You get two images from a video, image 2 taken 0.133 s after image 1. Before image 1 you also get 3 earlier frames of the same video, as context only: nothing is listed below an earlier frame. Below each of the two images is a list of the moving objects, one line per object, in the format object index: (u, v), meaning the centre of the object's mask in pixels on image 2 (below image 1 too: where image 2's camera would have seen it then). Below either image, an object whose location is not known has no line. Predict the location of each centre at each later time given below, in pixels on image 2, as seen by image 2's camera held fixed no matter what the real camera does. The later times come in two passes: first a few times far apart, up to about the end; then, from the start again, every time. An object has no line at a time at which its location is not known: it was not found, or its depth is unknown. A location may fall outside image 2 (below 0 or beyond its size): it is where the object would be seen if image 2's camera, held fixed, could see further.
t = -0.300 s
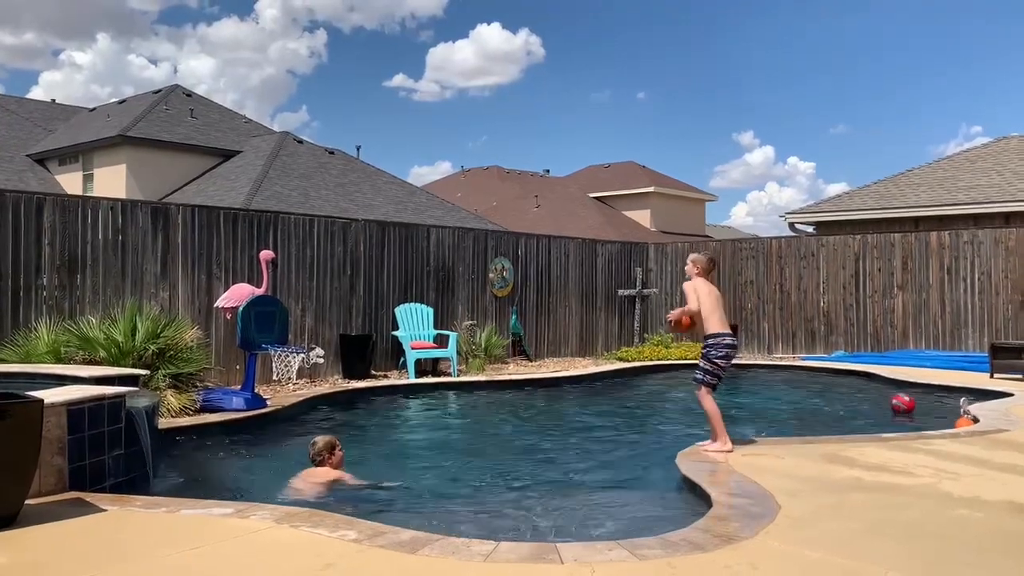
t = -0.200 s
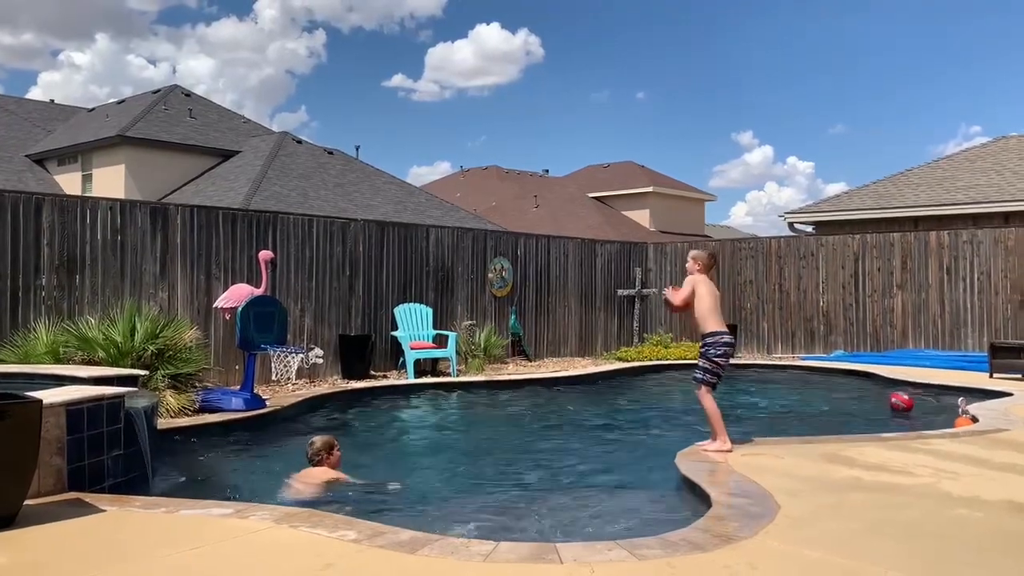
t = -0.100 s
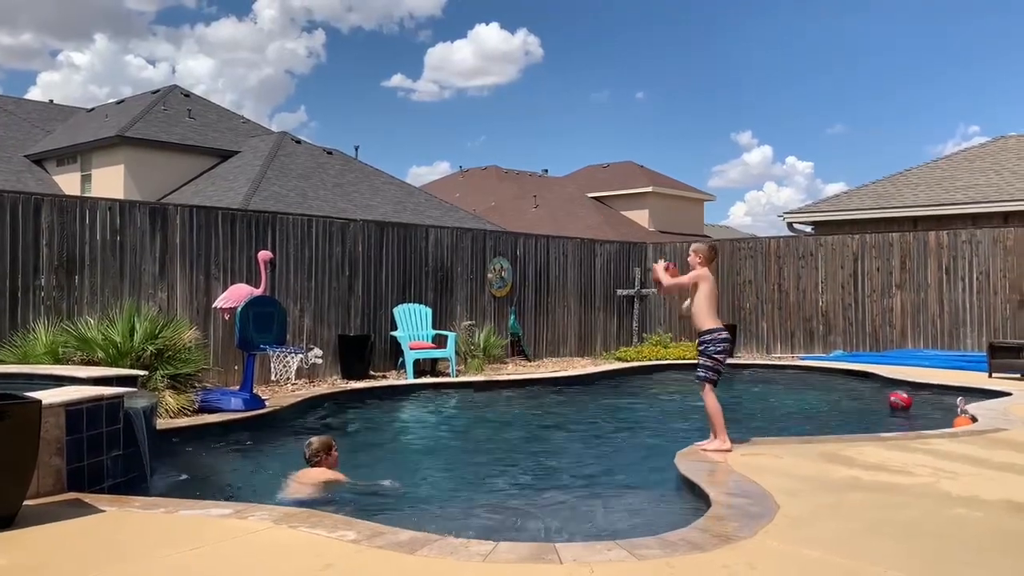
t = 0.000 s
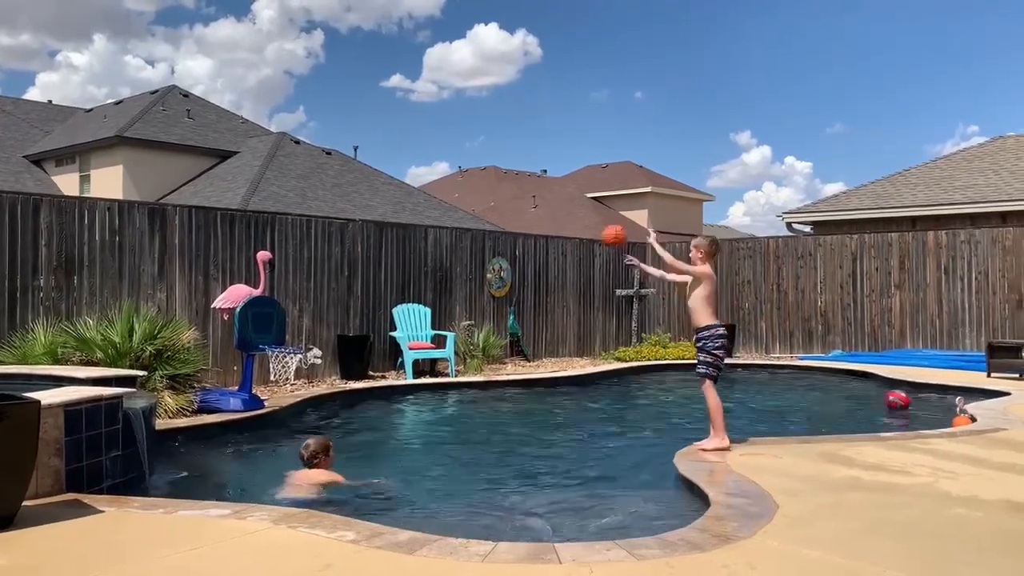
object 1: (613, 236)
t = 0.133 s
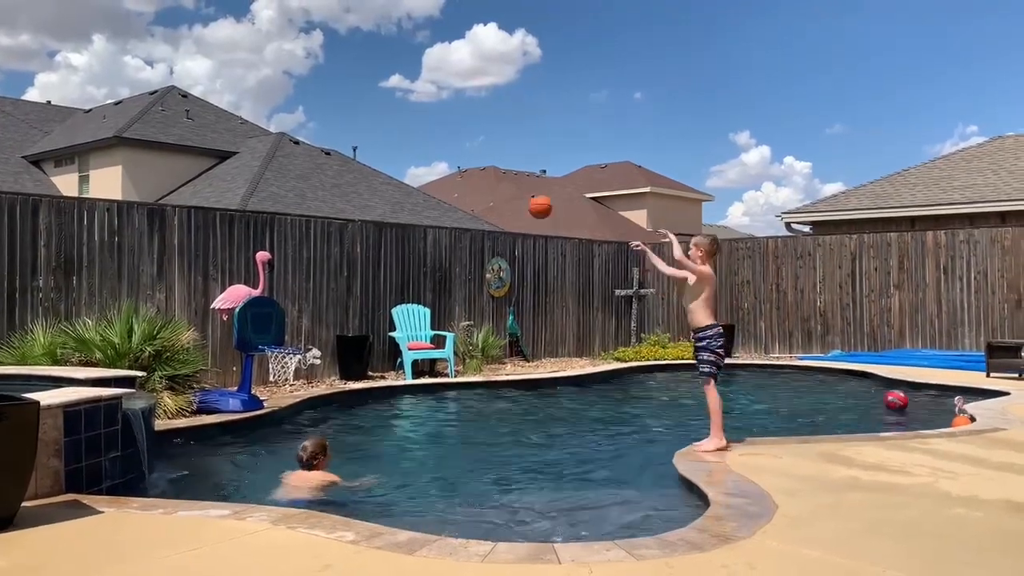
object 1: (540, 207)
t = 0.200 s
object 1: (506, 201)
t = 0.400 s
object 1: (413, 216)
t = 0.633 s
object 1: (317, 290)
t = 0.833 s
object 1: (284, 363)
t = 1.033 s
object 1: (307, 414)
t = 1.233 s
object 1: (313, 413)
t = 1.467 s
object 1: (324, 405)
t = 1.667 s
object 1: (332, 408)
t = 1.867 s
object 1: (341, 407)
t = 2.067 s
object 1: (348, 404)
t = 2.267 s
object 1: (355, 405)
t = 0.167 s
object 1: (523, 203)
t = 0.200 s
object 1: (506, 201)
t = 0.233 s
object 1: (490, 201)
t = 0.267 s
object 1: (474, 202)
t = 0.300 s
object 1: (458, 204)
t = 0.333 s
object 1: (443, 207)
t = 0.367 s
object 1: (428, 211)
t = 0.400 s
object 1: (413, 216)
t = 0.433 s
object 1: (397, 223)
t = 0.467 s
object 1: (384, 231)
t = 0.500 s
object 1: (370, 240)
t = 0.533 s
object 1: (356, 252)
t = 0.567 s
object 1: (343, 262)
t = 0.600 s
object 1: (329, 275)
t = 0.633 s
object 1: (317, 290)
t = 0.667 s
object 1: (303, 305)
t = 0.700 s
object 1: (292, 321)
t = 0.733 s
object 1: (279, 337)
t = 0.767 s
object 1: (275, 349)
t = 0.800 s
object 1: (278, 356)
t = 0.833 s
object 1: (284, 363)
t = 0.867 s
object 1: (288, 368)
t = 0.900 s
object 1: (292, 377)
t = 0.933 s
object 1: (296, 386)
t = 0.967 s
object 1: (301, 396)
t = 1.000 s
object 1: (305, 409)
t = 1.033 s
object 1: (307, 414)
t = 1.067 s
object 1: (310, 416)
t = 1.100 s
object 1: (310, 417)
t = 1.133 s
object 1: (310, 417)
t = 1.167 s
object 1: (312, 417)
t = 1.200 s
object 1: (312, 415)
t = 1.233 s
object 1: (313, 413)
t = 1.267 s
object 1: (315, 407)
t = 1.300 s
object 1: (316, 403)
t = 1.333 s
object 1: (317, 403)
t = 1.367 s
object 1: (318, 403)
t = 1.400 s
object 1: (322, 401)
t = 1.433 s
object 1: (323, 403)
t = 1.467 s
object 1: (324, 405)
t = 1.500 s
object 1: (326, 406)
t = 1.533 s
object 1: (327, 406)
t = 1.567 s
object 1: (327, 407)
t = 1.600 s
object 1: (329, 407)
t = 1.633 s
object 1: (330, 407)
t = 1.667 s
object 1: (332, 408)
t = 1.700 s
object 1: (333, 407)
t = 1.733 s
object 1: (335, 406)
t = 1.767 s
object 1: (336, 406)
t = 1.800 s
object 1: (338, 406)
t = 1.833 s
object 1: (340, 406)
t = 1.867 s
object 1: (341, 407)
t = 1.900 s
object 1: (343, 406)
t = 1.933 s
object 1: (344, 406)
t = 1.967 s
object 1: (345, 406)
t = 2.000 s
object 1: (346, 405)
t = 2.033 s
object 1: (347, 405)
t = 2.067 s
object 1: (348, 404)
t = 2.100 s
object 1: (350, 404)
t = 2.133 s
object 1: (351, 404)
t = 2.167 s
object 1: (352, 404)
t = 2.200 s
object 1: (353, 405)
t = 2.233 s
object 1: (354, 405)
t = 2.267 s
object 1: (355, 405)
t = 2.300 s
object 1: (356, 405)
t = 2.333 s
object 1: (357, 405)
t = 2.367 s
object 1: (358, 405)
